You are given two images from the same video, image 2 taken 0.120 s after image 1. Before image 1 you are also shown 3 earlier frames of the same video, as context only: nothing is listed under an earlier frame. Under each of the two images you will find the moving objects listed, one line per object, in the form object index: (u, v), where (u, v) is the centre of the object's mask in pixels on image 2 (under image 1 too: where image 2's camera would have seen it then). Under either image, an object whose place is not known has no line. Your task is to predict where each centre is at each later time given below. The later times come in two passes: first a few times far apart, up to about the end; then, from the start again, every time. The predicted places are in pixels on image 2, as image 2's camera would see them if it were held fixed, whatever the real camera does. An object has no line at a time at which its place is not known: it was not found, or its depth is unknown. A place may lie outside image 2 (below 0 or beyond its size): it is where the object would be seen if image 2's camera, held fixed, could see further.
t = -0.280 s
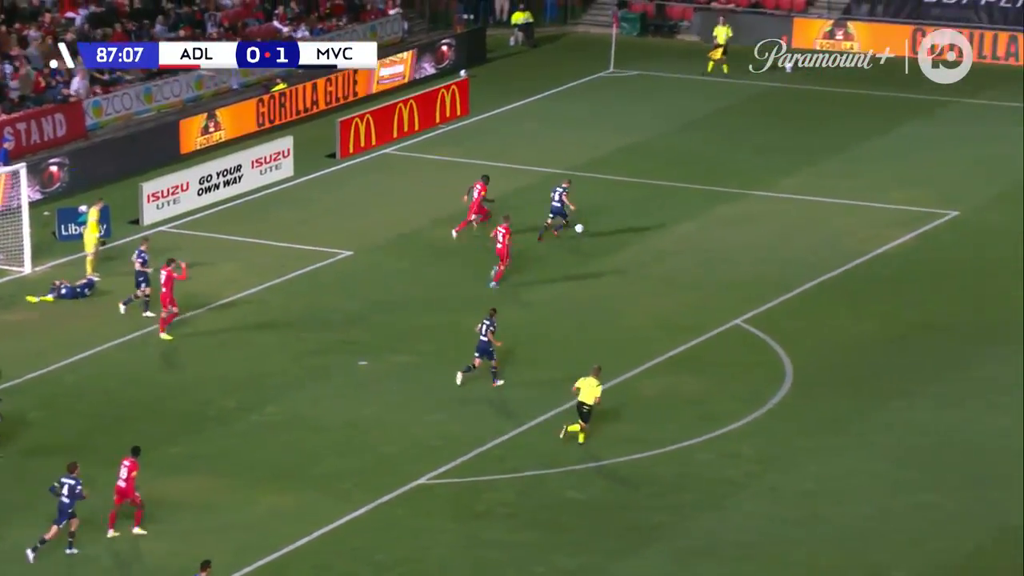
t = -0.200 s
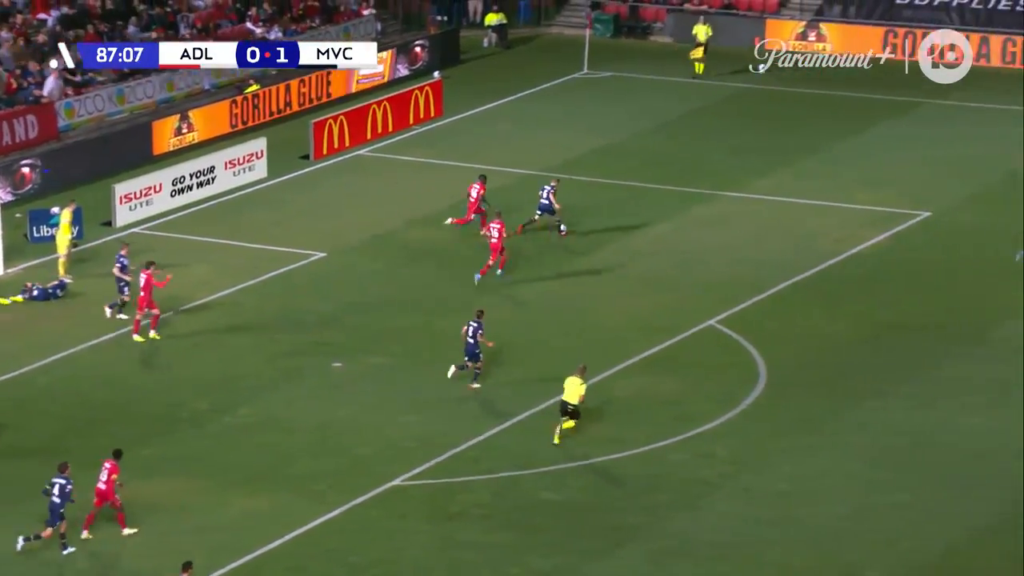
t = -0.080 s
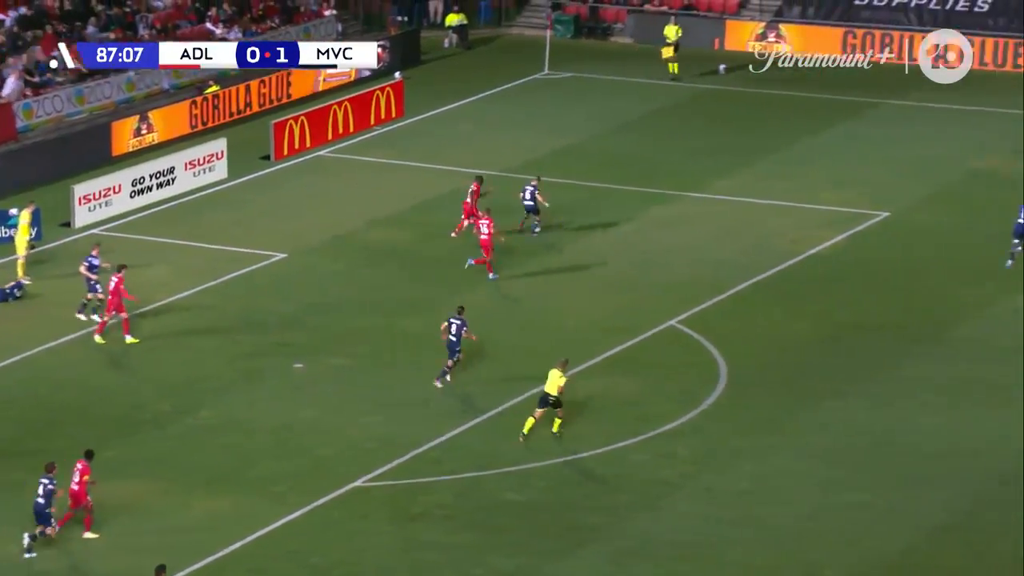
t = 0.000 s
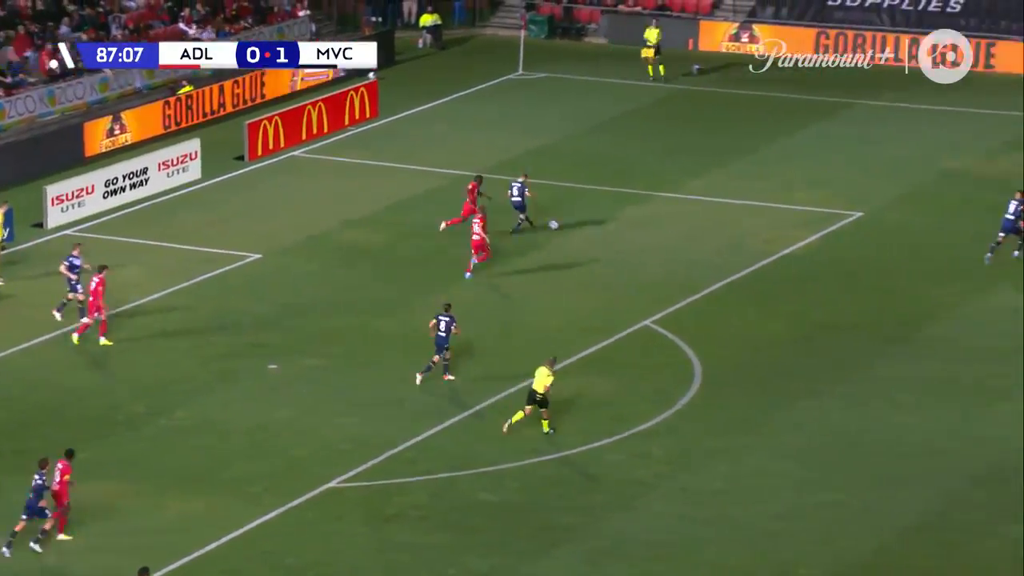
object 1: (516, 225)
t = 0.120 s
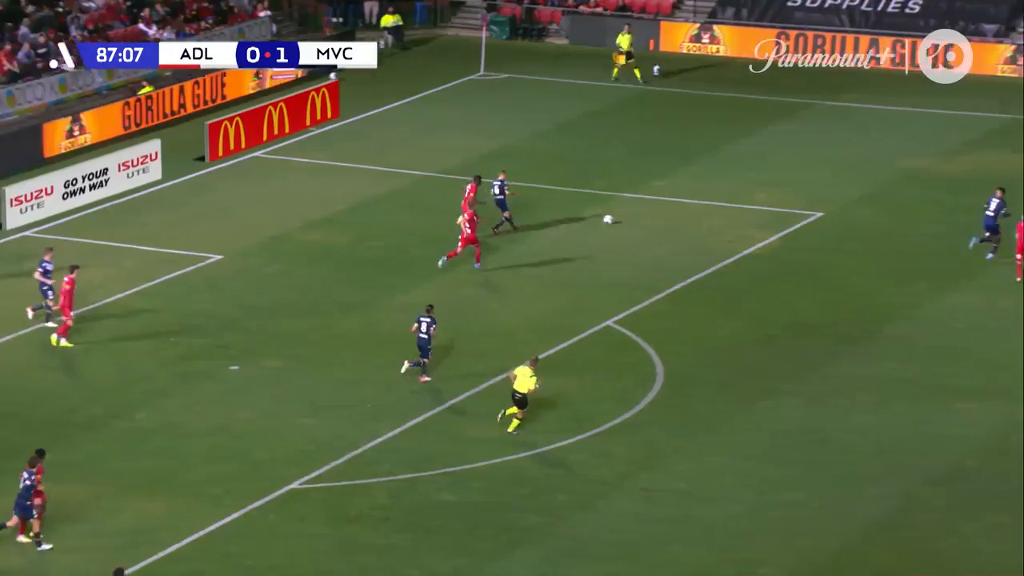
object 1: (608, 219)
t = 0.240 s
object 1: (692, 213)
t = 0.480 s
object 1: (845, 206)
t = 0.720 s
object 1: (978, 202)
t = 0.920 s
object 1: (1074, 199)
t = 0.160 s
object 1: (637, 218)
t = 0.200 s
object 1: (665, 215)
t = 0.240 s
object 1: (692, 213)
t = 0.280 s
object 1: (719, 212)
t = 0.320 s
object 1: (746, 212)
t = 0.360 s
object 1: (771, 209)
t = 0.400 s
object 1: (796, 208)
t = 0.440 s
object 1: (821, 207)
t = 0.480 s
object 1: (845, 206)
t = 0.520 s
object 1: (869, 206)
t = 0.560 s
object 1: (891, 204)
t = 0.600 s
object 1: (914, 203)
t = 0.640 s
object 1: (936, 203)
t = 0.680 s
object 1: (957, 202)
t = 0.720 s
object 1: (978, 202)
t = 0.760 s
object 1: (998, 200)
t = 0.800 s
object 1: (1018, 200)
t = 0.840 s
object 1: (1037, 200)
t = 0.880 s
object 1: (1056, 200)
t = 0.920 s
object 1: (1074, 199)
